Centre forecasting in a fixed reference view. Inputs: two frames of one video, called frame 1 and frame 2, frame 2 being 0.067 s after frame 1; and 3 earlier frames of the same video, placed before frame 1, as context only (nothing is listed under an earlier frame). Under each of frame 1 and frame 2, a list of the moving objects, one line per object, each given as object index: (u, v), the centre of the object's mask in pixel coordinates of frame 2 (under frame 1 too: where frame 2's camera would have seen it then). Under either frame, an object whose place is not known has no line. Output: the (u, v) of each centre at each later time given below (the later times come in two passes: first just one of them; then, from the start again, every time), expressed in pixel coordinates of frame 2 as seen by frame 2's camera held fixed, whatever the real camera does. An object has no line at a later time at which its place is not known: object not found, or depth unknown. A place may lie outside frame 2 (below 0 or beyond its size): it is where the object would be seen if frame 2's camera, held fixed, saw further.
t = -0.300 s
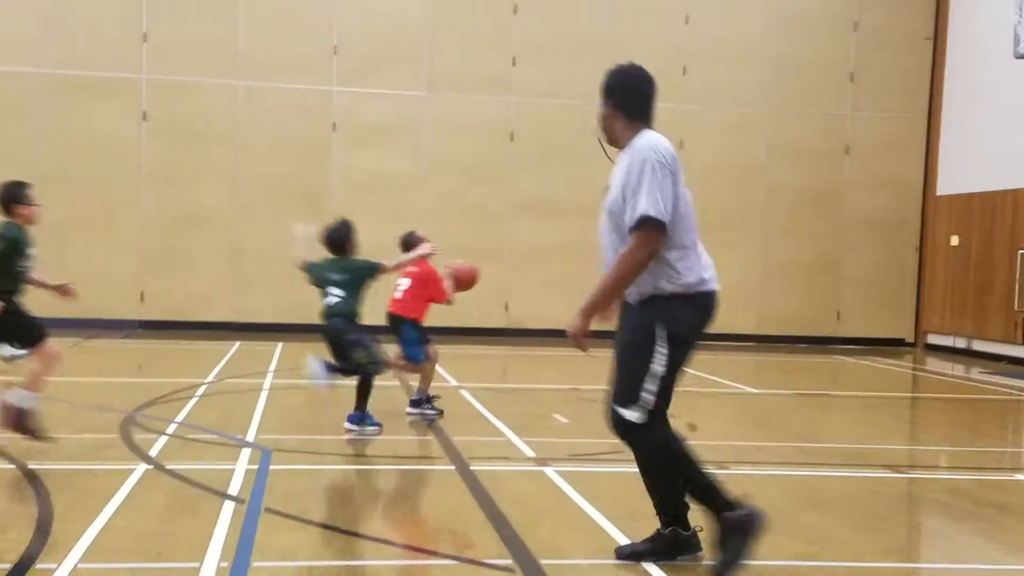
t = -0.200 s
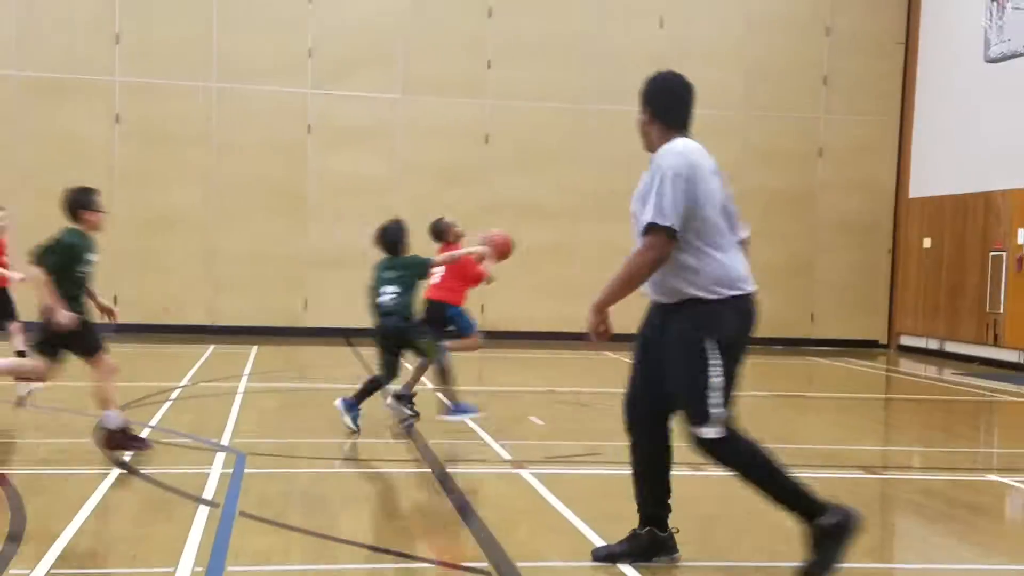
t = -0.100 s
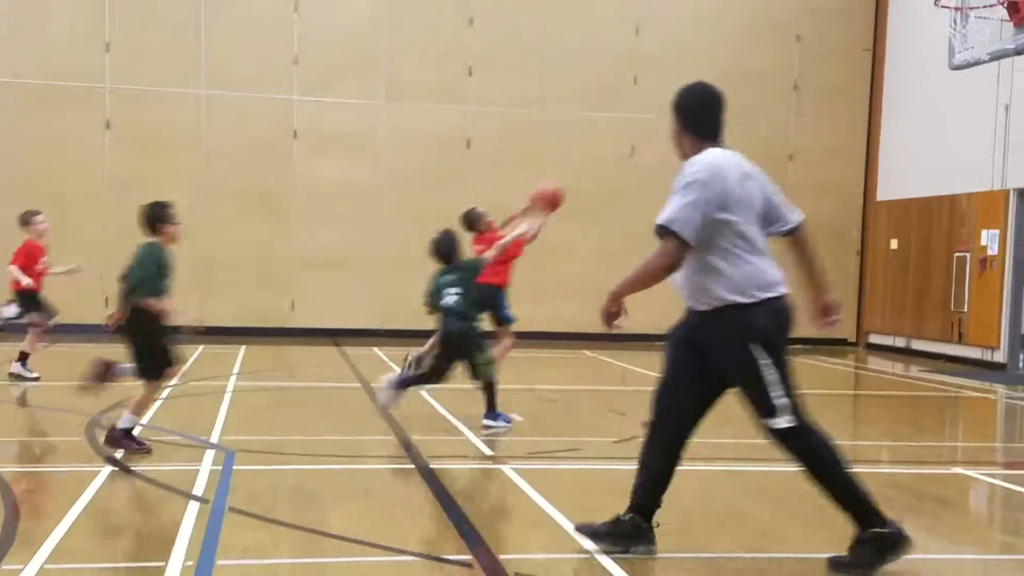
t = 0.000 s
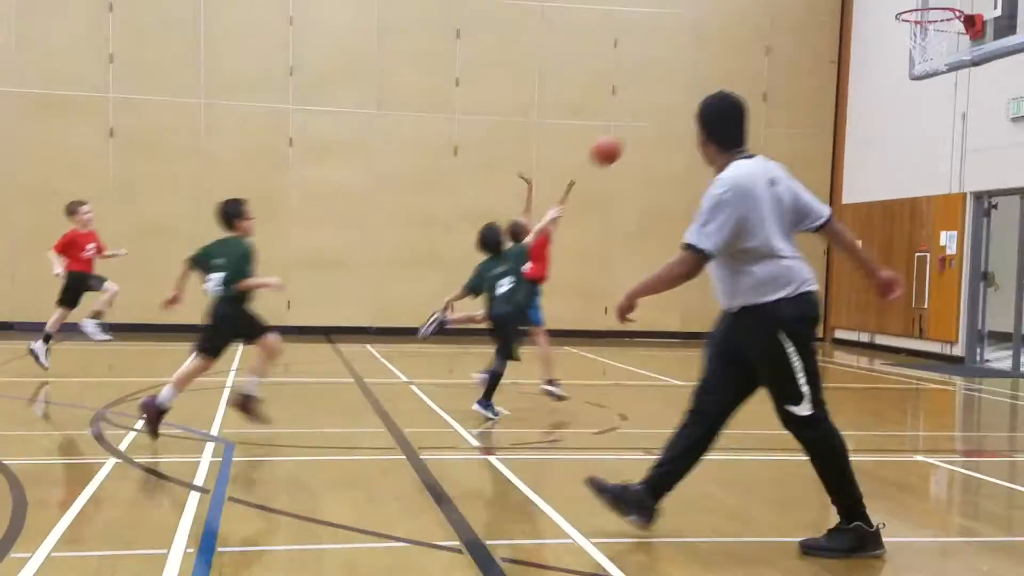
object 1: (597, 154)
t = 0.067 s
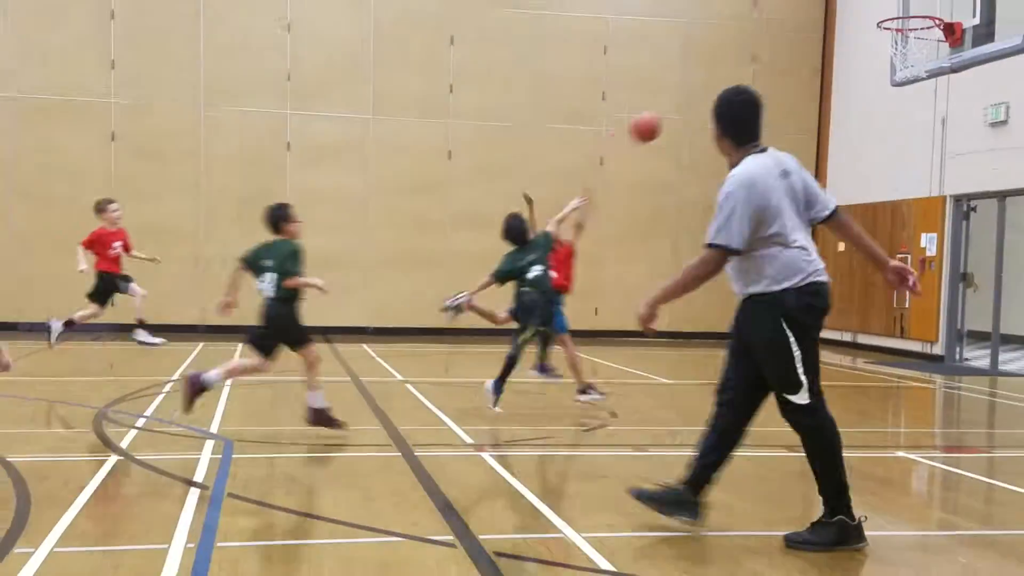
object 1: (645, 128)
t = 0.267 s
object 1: (791, 81)
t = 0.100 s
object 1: (669, 117)
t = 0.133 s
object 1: (693, 107)
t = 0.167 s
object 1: (719, 99)
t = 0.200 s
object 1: (741, 91)
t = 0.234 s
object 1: (766, 85)
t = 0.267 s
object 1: (791, 81)
